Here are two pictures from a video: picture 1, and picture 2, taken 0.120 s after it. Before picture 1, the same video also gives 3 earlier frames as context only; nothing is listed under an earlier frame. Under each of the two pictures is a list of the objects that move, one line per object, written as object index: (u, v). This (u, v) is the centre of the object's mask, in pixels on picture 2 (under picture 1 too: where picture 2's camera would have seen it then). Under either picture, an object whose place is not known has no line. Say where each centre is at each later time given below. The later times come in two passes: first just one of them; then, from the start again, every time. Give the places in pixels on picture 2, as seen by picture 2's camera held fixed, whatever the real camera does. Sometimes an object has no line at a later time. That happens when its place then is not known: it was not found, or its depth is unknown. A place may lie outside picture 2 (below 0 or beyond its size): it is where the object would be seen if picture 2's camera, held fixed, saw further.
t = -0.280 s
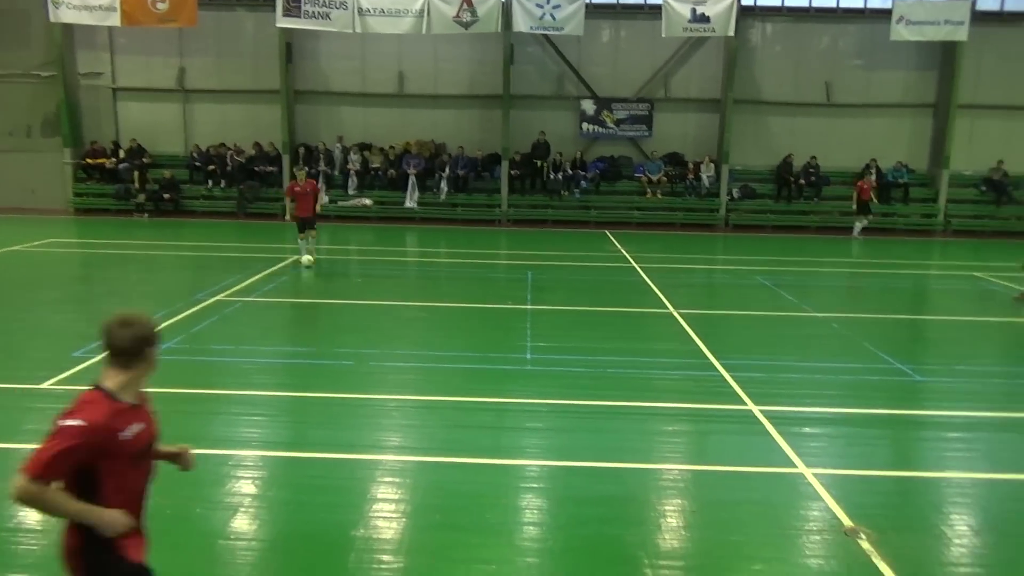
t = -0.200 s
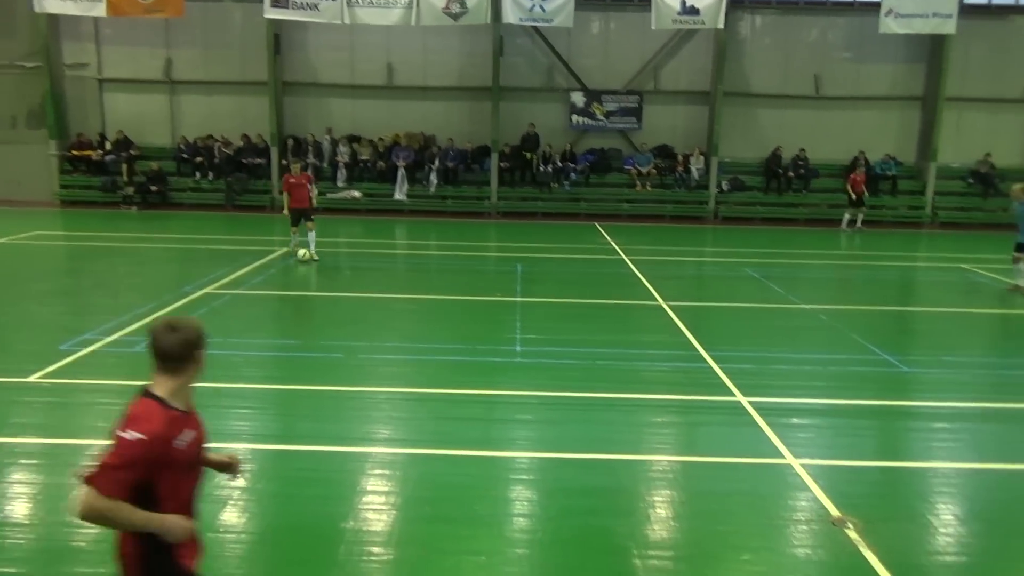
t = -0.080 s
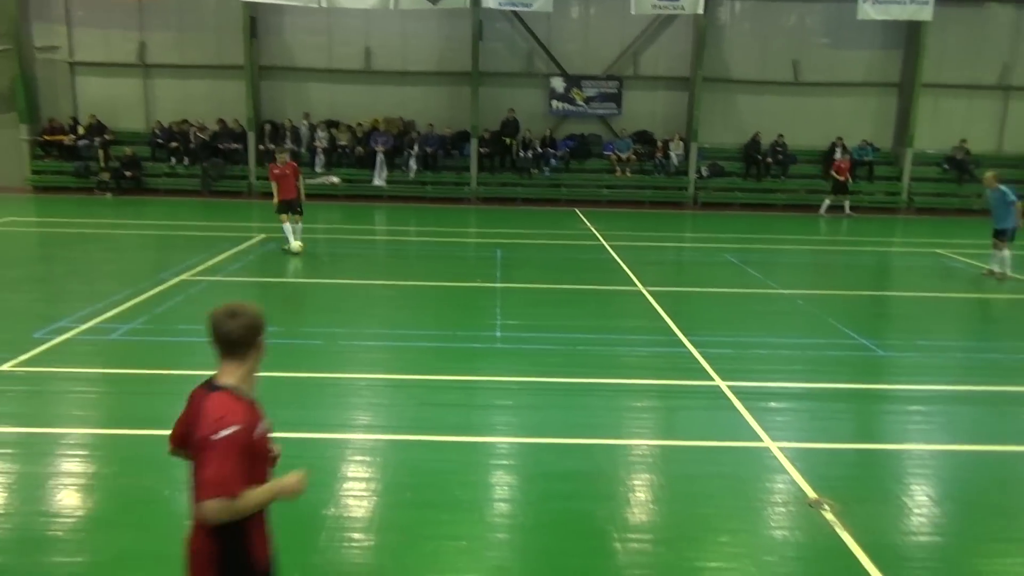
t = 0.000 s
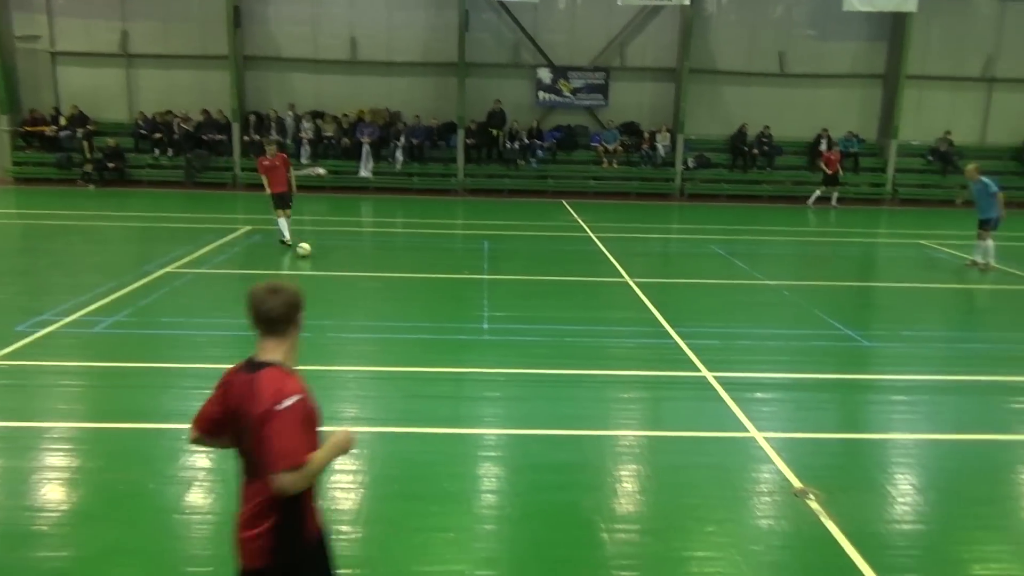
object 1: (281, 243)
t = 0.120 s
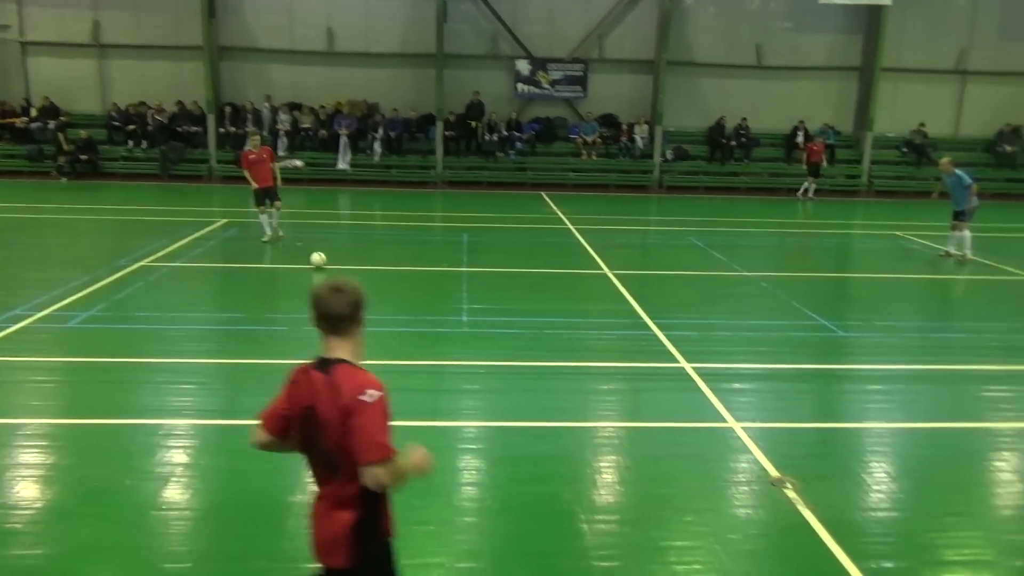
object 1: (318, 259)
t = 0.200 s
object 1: (346, 274)
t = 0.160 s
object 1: (332, 266)
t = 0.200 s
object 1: (346, 274)
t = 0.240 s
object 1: (361, 279)
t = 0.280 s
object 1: (377, 287)
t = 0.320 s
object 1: (394, 295)
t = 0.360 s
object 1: (413, 305)
